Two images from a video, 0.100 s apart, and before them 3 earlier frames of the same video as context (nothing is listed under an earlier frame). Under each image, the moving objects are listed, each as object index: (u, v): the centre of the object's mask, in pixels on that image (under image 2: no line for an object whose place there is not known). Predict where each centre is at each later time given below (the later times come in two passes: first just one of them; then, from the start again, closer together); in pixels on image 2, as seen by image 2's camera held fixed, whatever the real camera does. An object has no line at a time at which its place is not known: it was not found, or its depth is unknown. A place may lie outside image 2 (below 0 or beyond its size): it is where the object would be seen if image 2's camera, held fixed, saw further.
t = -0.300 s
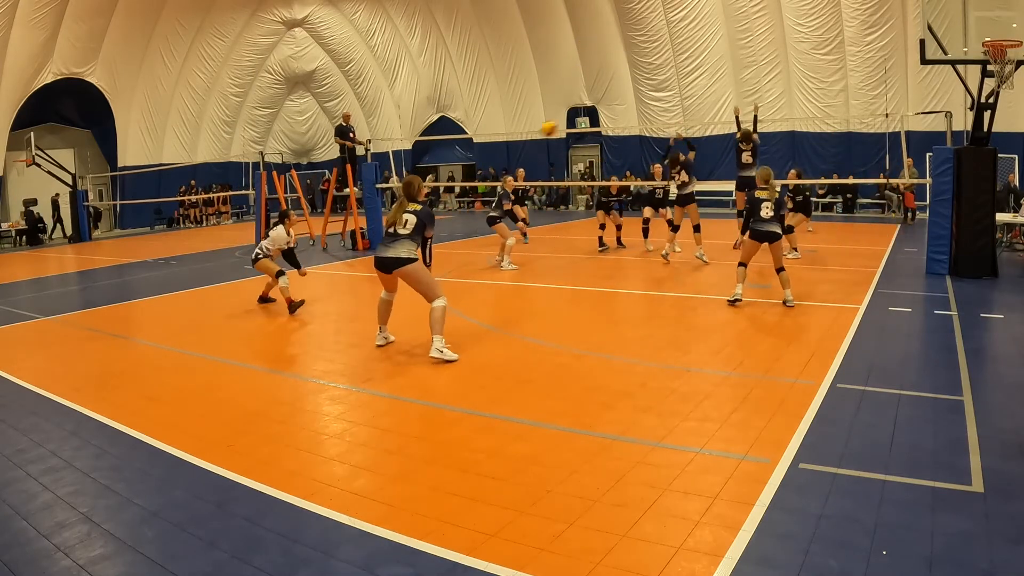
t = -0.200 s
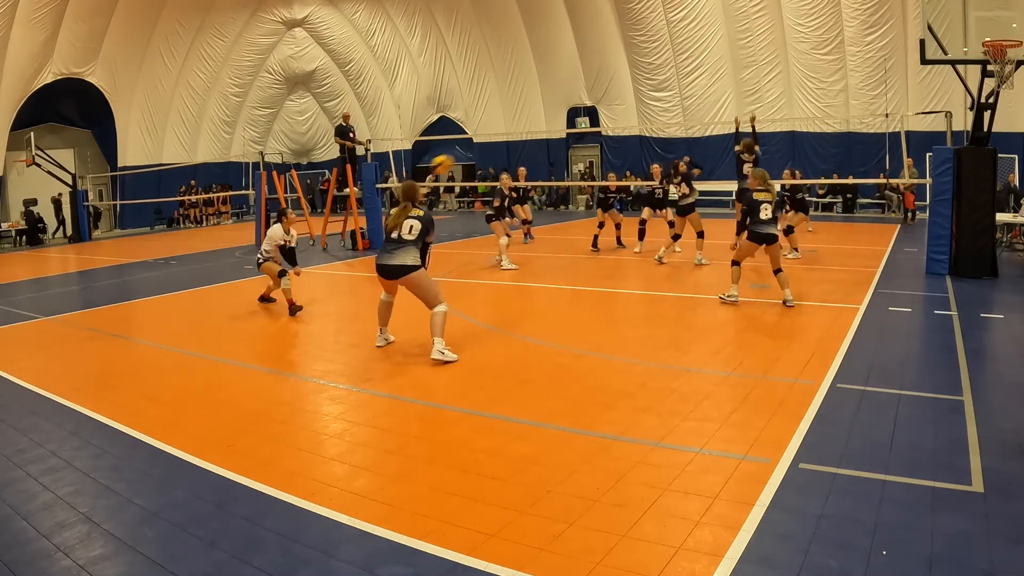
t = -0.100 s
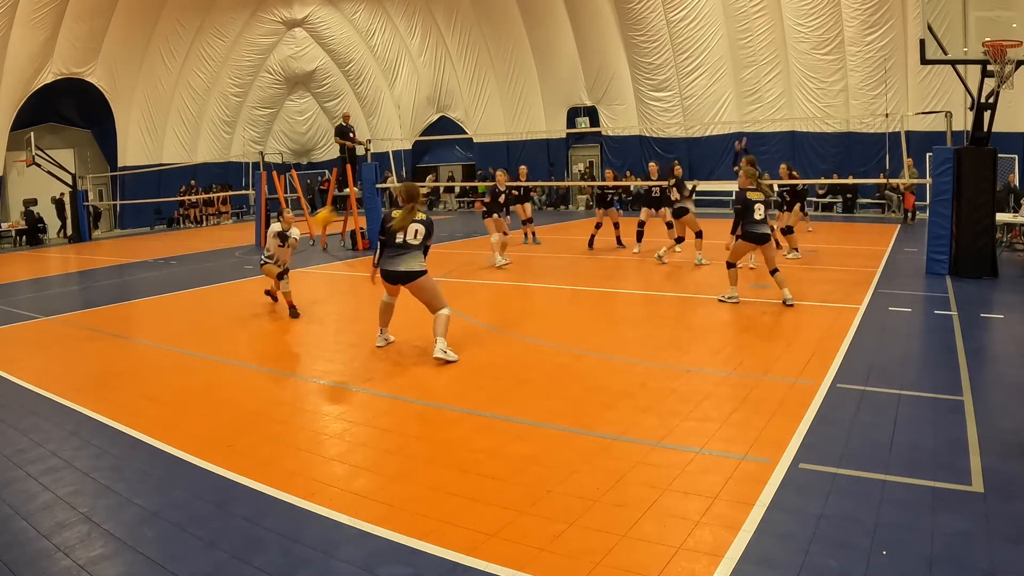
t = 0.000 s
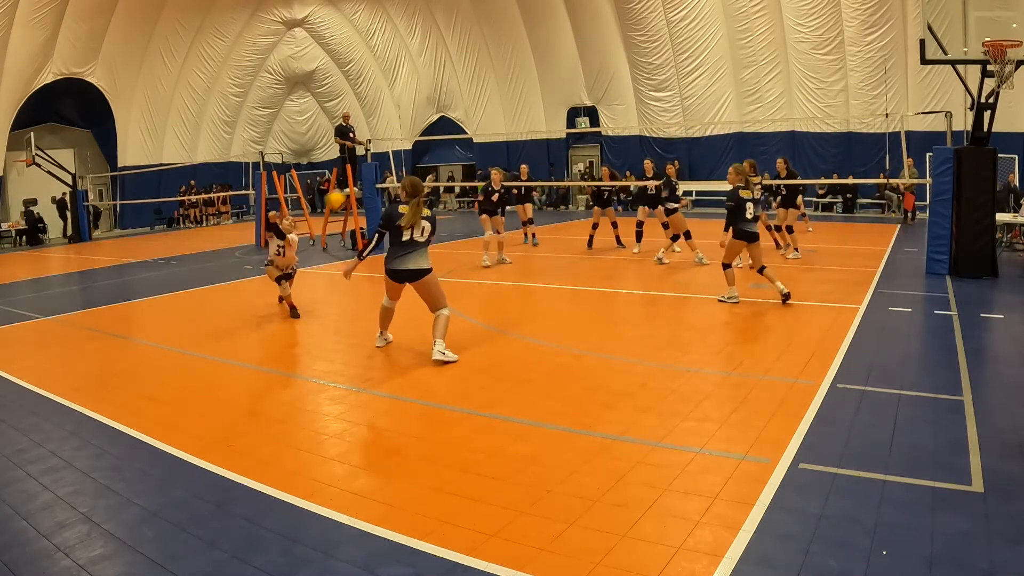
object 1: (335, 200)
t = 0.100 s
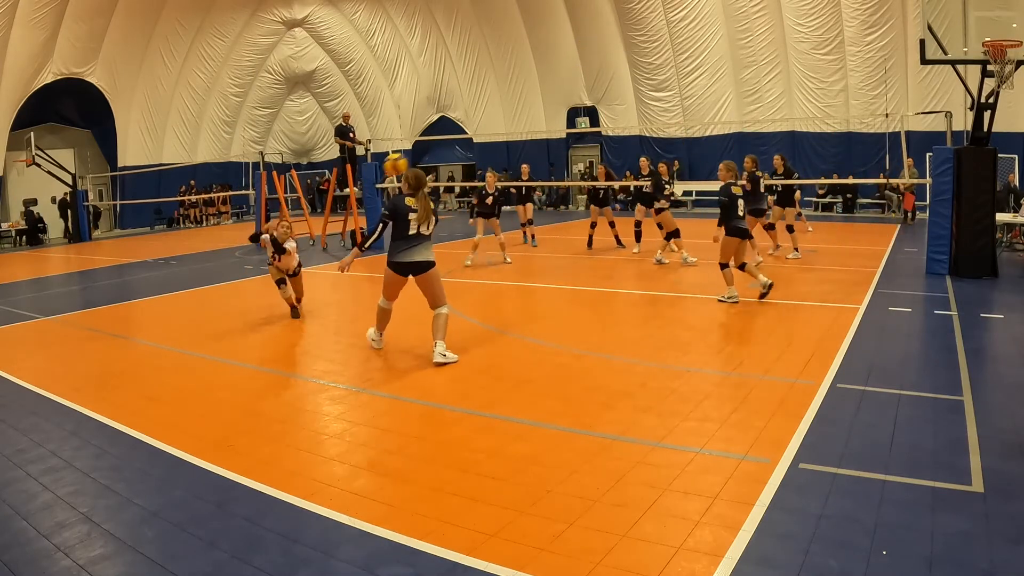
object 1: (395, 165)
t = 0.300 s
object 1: (542, 116)
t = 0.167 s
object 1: (440, 144)
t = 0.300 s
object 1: (542, 116)
